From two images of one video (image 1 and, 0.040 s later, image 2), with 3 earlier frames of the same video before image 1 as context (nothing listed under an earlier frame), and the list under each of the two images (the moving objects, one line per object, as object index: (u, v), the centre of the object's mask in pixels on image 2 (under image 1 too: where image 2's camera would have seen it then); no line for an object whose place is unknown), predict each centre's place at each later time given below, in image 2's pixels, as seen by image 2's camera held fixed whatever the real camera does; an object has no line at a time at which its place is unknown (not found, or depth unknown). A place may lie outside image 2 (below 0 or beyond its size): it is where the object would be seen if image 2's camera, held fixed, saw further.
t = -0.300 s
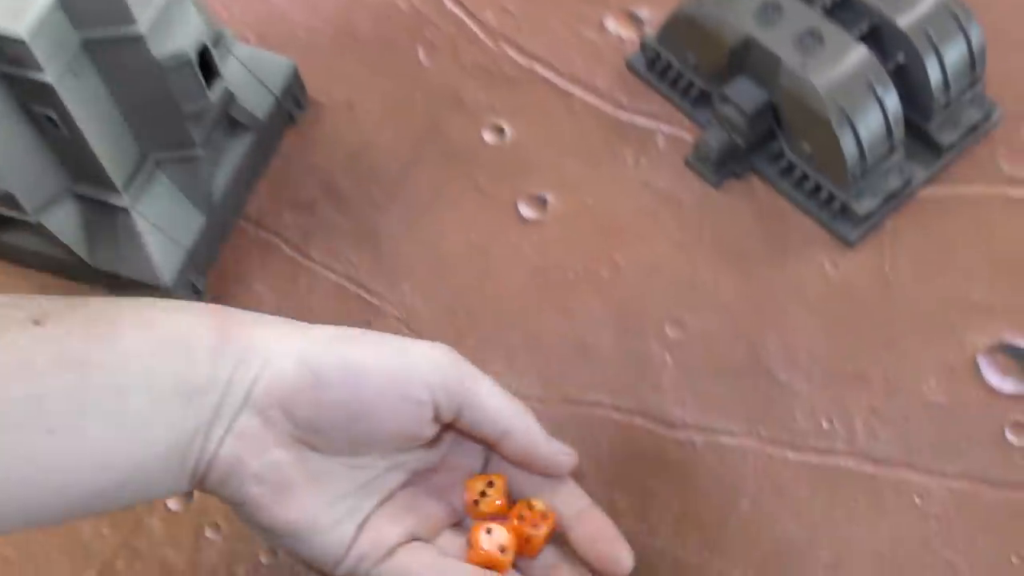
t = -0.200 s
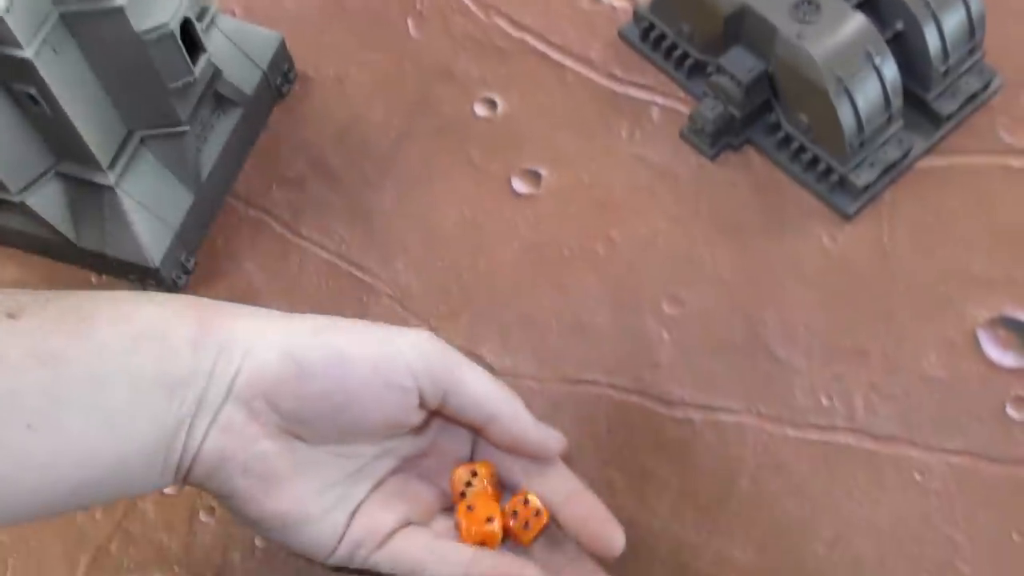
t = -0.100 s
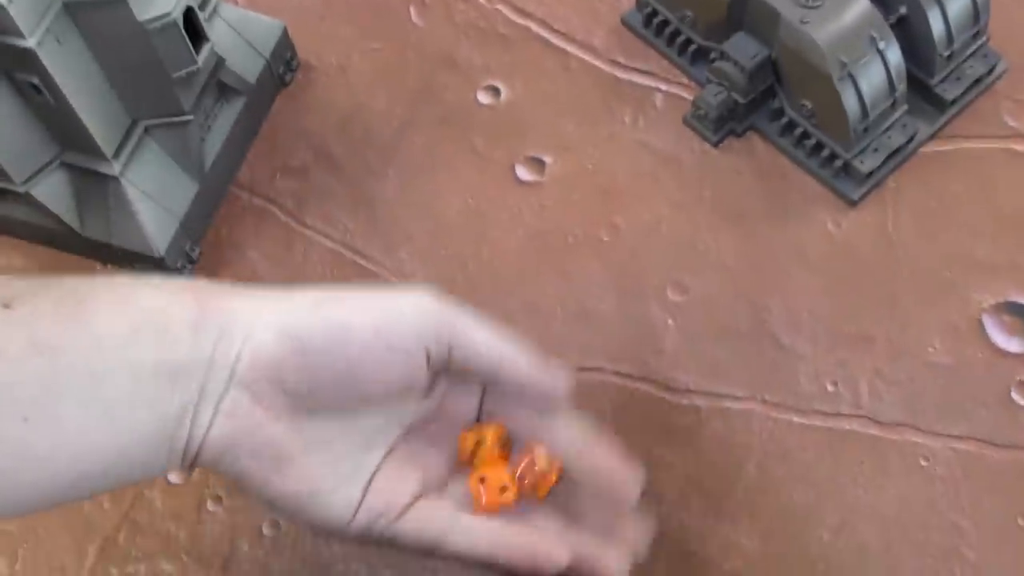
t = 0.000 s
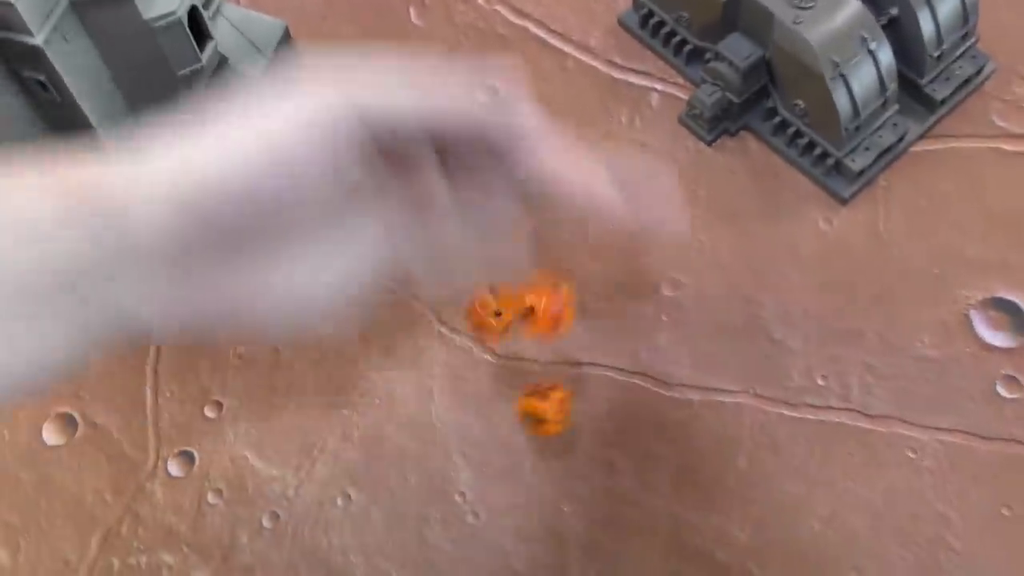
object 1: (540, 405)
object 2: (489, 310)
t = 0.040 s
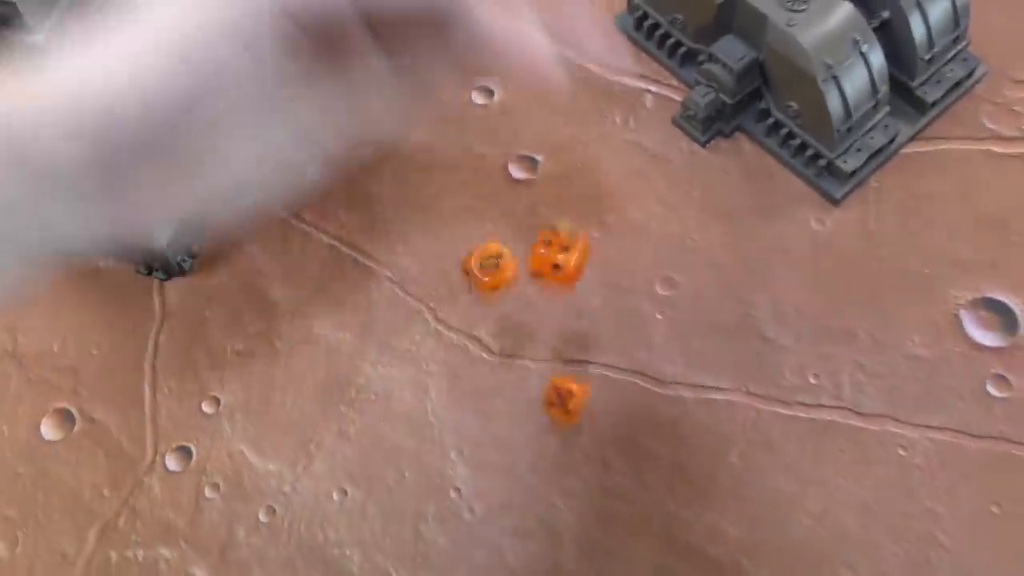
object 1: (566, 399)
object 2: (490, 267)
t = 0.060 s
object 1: (578, 400)
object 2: (491, 254)
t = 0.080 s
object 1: (589, 405)
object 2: (493, 246)
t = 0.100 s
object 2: (495, 244)
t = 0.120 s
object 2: (498, 245)
